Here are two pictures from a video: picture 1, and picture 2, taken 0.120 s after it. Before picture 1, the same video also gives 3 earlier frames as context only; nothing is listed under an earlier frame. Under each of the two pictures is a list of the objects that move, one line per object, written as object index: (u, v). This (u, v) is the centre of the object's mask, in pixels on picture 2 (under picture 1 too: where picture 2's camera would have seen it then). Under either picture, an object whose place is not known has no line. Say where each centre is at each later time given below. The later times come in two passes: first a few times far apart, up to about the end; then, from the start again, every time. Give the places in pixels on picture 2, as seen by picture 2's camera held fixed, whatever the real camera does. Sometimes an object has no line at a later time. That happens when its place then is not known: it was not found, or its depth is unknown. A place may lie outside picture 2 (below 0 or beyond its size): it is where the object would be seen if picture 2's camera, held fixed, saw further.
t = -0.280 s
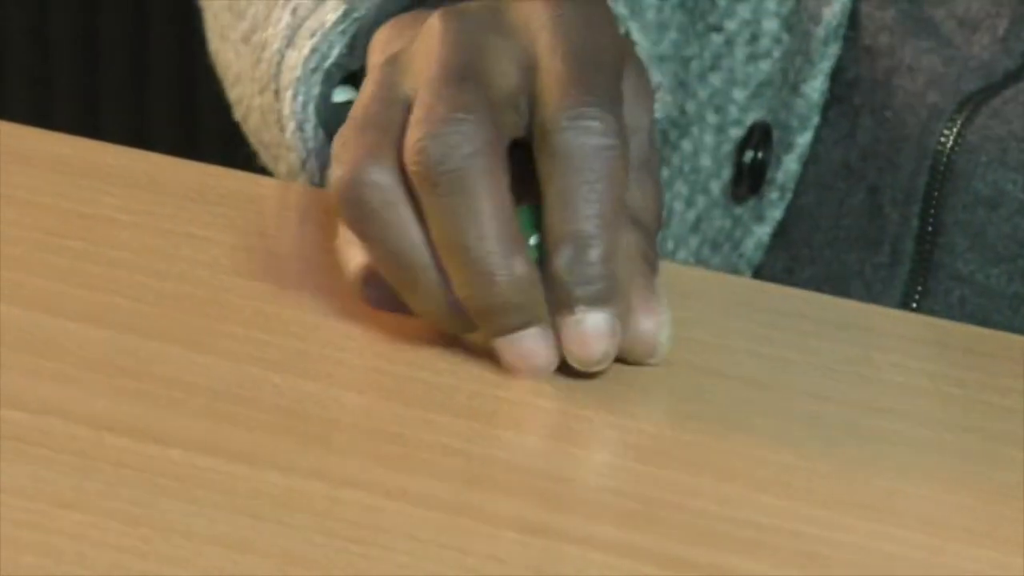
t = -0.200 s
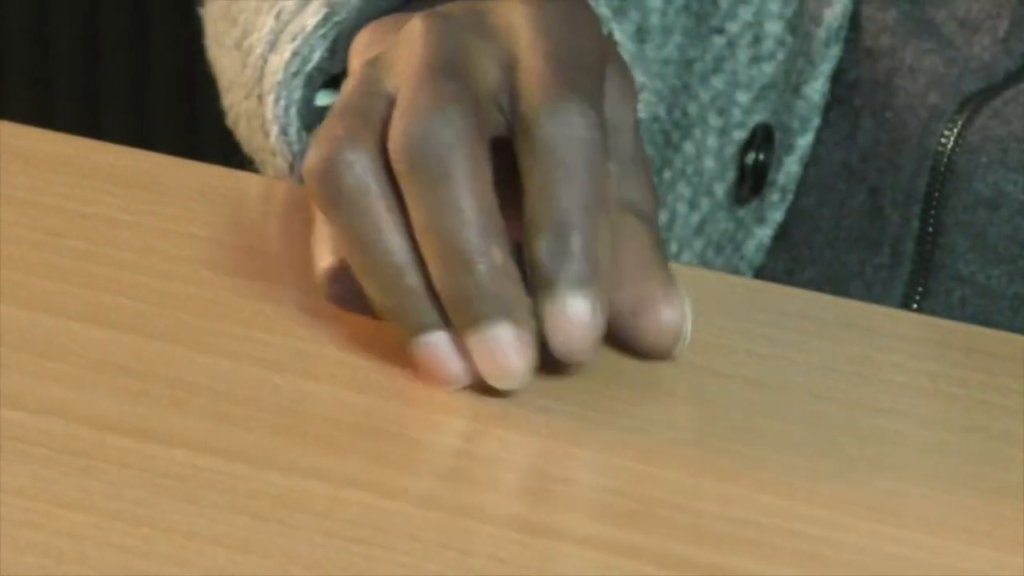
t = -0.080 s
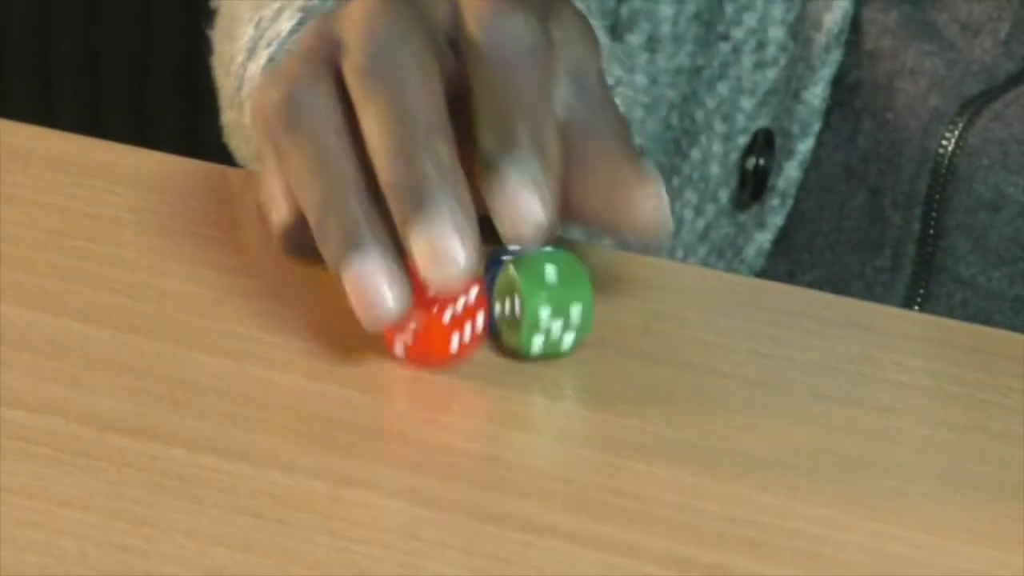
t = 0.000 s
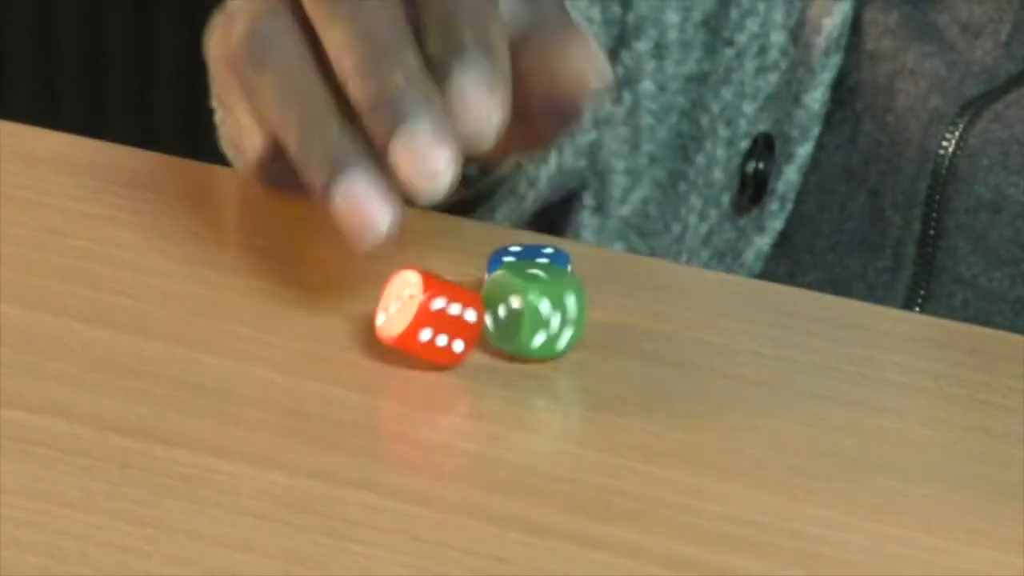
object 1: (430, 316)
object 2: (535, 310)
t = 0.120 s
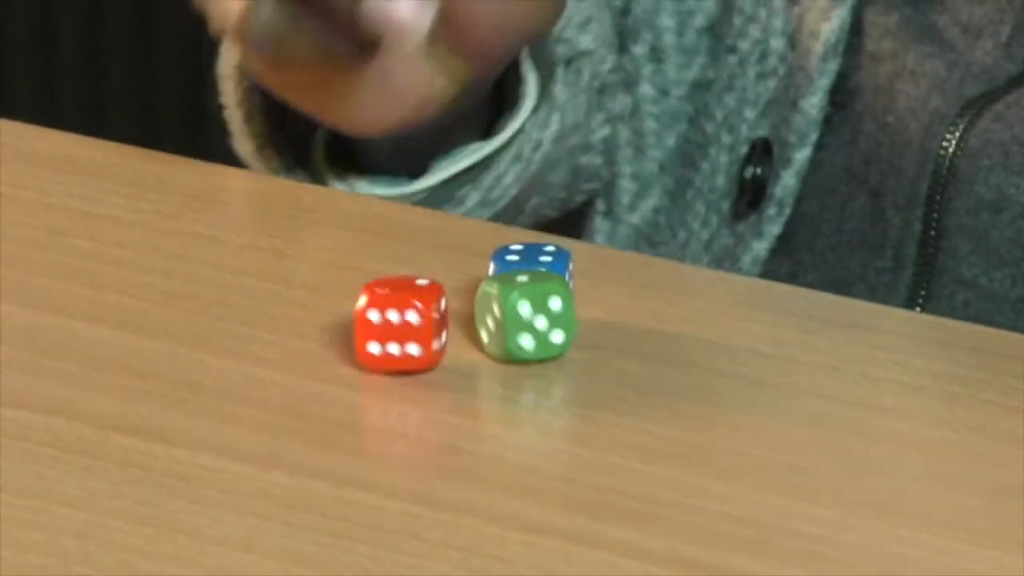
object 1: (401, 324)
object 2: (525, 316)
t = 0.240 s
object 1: (382, 332)
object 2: (508, 319)
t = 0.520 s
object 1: (382, 335)
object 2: (500, 323)
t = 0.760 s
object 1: (379, 335)
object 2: (500, 323)
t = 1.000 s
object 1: (378, 335)
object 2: (500, 323)
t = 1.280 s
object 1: (378, 336)
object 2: (500, 323)
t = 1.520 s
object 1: (378, 335)
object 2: (500, 322)
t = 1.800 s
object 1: (378, 336)
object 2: (499, 322)
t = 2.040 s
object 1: (378, 336)
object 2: (499, 323)
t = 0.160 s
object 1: (393, 328)
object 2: (521, 316)
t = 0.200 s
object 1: (388, 330)
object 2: (514, 318)
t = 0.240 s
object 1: (382, 332)
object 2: (508, 319)
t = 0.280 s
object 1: (379, 333)
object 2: (503, 320)
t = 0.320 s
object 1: (377, 334)
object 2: (501, 321)
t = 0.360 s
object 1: (378, 335)
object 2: (499, 321)
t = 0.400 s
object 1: (379, 335)
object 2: (500, 322)
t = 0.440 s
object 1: (380, 335)
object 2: (499, 322)
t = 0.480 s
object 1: (382, 335)
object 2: (499, 323)
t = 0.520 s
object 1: (382, 335)
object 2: (500, 323)
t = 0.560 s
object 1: (380, 334)
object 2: (499, 322)
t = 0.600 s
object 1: (379, 335)
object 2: (500, 322)
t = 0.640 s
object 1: (378, 335)
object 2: (500, 322)
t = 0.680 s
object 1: (379, 335)
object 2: (500, 322)
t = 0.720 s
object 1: (379, 335)
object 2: (500, 323)
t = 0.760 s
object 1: (379, 335)
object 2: (500, 323)
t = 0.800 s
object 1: (379, 336)
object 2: (500, 323)
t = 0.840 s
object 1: (379, 335)
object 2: (500, 322)
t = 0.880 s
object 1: (378, 335)
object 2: (500, 322)
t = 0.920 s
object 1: (378, 335)
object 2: (499, 323)
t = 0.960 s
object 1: (378, 335)
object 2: (500, 322)
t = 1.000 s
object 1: (378, 335)
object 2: (500, 323)
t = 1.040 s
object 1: (378, 335)
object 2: (499, 322)
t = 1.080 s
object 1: (378, 335)
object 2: (499, 322)
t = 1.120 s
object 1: (378, 335)
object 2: (499, 322)
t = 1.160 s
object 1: (378, 336)
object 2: (499, 323)
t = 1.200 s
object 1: (378, 335)
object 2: (499, 323)
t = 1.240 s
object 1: (378, 335)
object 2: (499, 322)
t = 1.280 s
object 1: (378, 336)
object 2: (500, 323)
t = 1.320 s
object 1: (378, 335)
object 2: (499, 322)
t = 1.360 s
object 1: (378, 335)
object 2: (499, 322)
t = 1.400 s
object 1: (378, 335)
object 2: (499, 322)
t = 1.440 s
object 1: (378, 335)
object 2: (499, 322)
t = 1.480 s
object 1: (378, 335)
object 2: (499, 322)
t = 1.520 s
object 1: (378, 335)
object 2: (500, 322)
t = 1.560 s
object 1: (378, 335)
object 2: (500, 322)
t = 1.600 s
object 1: (378, 335)
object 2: (499, 322)
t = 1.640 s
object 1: (378, 335)
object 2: (499, 322)
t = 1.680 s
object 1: (378, 335)
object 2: (499, 322)
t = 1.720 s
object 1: (378, 335)
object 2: (499, 322)
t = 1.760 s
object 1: (378, 335)
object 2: (499, 322)
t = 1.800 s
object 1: (378, 336)
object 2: (499, 322)
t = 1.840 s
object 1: (378, 335)
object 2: (499, 322)
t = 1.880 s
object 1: (378, 335)
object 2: (499, 322)
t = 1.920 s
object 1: (378, 335)
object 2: (499, 322)
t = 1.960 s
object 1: (378, 335)
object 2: (499, 322)
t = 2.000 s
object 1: (378, 336)
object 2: (499, 323)
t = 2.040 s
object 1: (378, 336)
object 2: (499, 323)
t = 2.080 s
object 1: (378, 335)
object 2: (499, 322)
